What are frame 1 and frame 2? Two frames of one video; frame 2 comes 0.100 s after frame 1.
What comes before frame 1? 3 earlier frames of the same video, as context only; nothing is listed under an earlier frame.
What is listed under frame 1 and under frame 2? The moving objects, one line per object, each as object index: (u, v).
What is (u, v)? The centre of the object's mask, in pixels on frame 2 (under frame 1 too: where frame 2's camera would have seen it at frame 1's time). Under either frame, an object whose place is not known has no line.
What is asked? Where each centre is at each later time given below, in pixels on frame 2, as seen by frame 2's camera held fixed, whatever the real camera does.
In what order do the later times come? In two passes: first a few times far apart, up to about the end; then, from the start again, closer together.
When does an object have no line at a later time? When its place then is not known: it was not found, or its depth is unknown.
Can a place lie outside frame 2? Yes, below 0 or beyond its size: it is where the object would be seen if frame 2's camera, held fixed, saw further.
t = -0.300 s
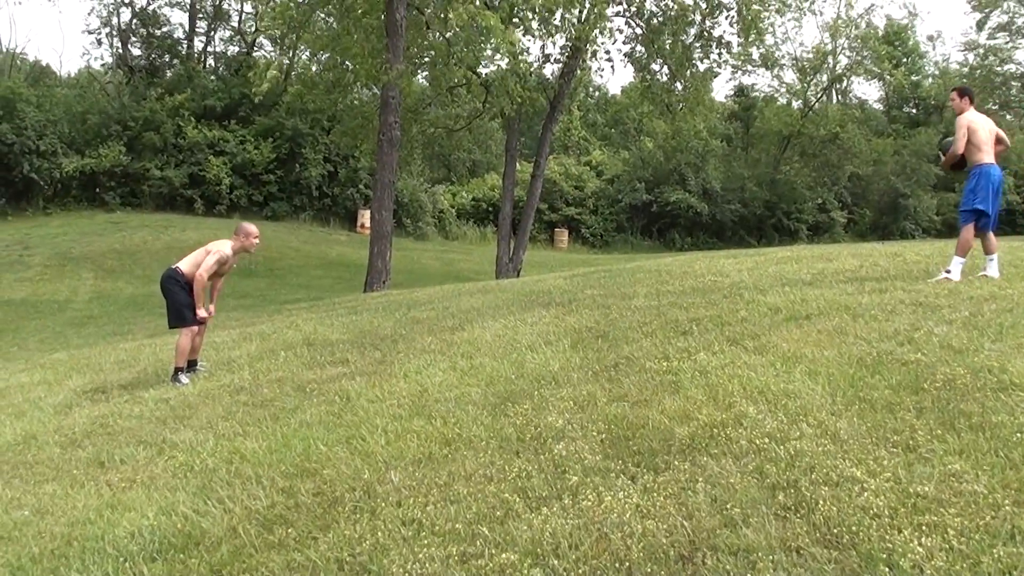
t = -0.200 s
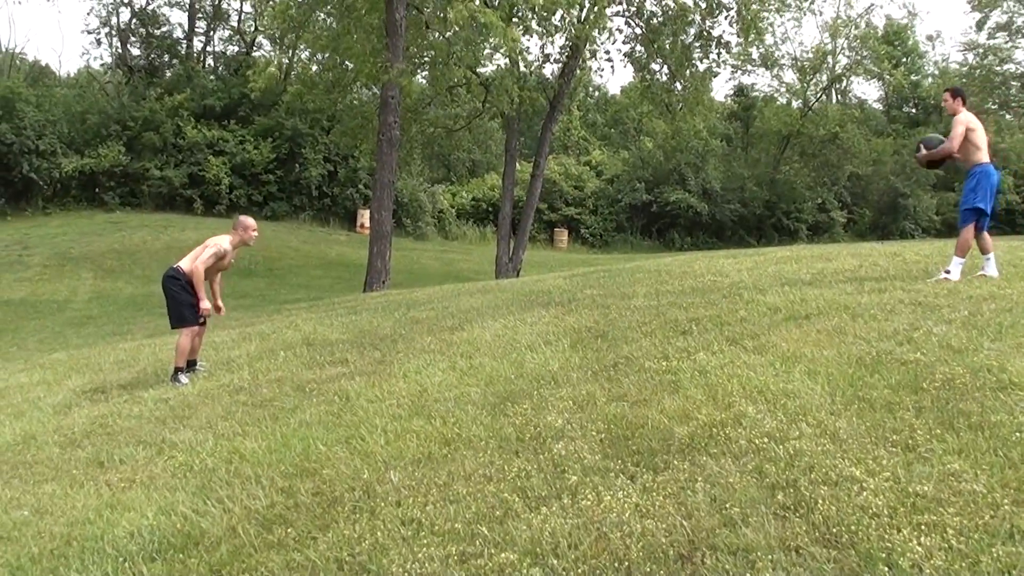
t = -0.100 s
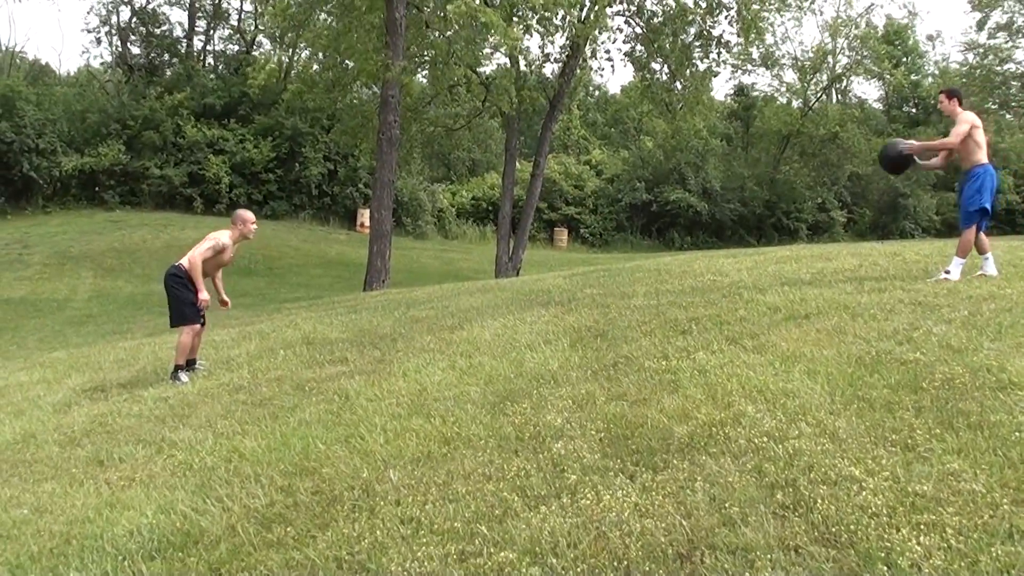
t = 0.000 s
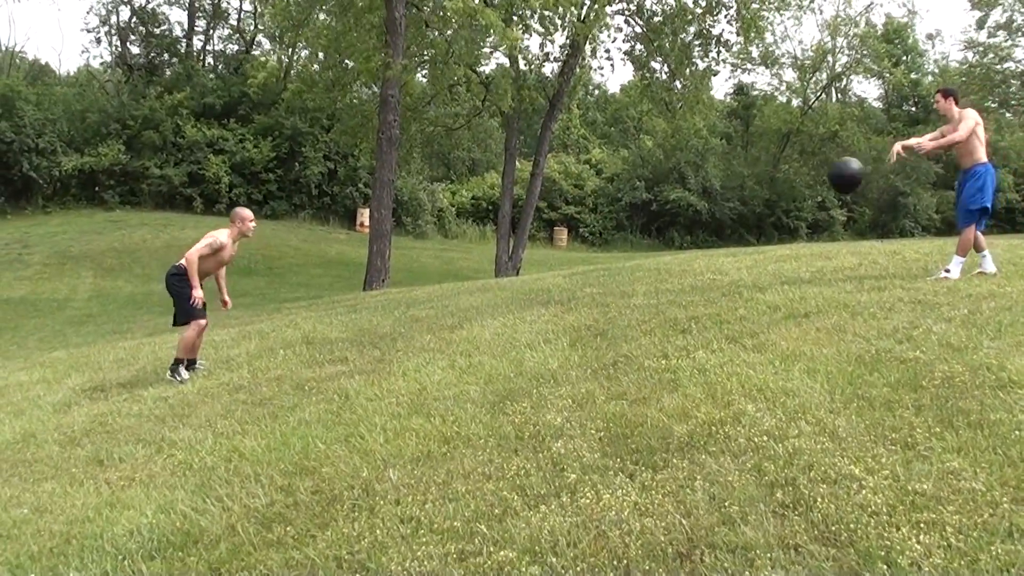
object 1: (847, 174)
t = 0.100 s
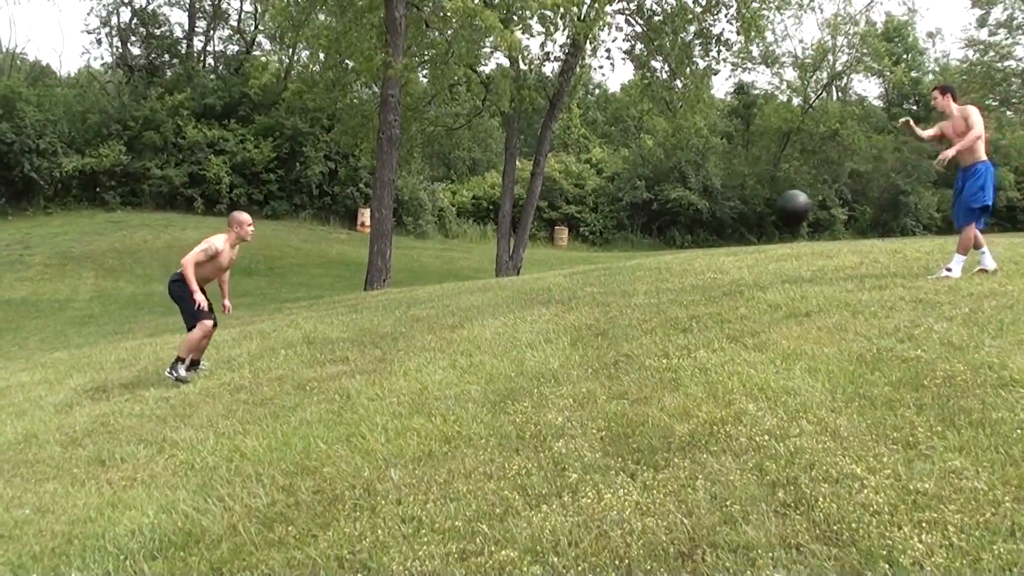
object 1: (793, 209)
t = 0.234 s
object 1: (713, 278)
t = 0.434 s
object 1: (628, 282)
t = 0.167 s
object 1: (753, 240)
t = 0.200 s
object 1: (733, 258)
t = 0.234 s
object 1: (713, 278)
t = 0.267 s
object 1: (692, 296)
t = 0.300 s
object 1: (676, 298)
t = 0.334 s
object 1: (664, 295)
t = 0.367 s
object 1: (652, 290)
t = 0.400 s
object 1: (640, 286)
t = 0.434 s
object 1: (628, 282)
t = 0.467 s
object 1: (614, 280)
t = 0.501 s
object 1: (599, 280)
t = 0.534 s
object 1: (584, 282)
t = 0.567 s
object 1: (568, 287)
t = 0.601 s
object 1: (553, 293)
